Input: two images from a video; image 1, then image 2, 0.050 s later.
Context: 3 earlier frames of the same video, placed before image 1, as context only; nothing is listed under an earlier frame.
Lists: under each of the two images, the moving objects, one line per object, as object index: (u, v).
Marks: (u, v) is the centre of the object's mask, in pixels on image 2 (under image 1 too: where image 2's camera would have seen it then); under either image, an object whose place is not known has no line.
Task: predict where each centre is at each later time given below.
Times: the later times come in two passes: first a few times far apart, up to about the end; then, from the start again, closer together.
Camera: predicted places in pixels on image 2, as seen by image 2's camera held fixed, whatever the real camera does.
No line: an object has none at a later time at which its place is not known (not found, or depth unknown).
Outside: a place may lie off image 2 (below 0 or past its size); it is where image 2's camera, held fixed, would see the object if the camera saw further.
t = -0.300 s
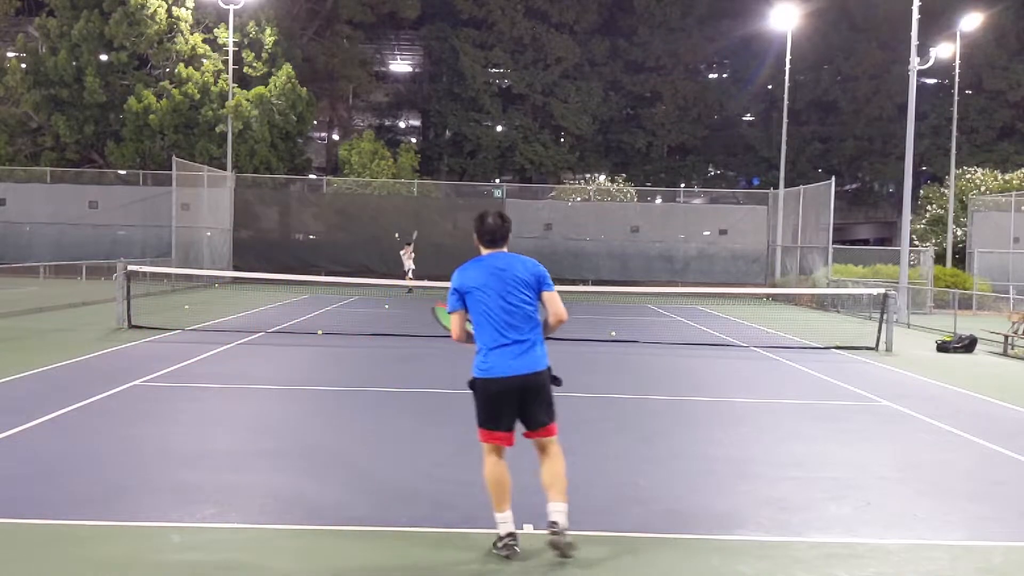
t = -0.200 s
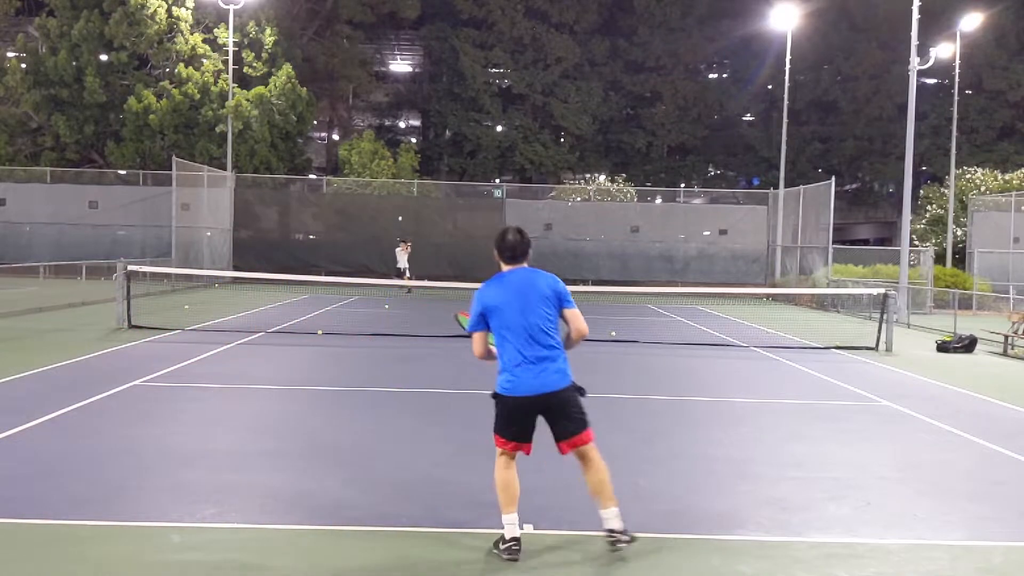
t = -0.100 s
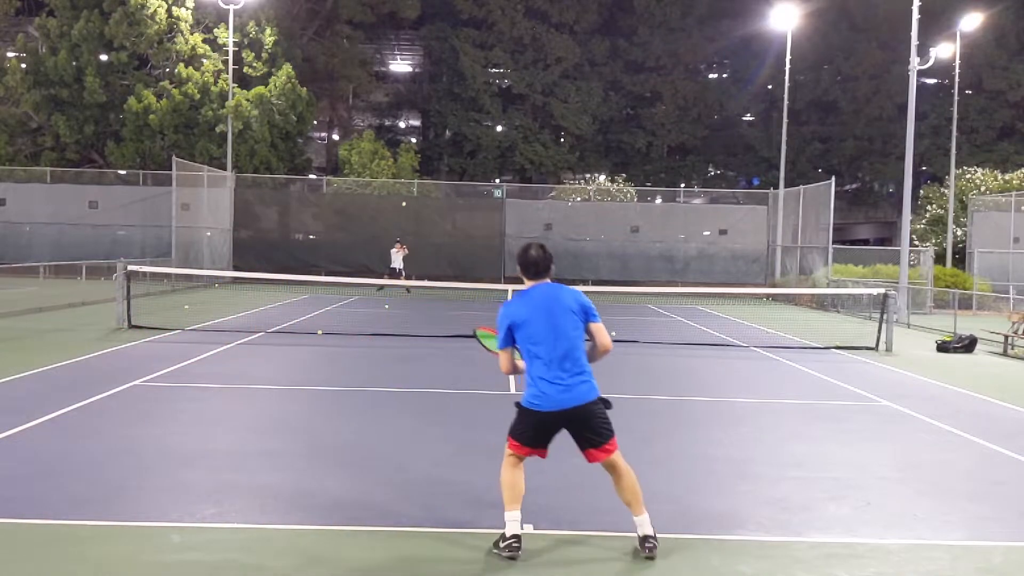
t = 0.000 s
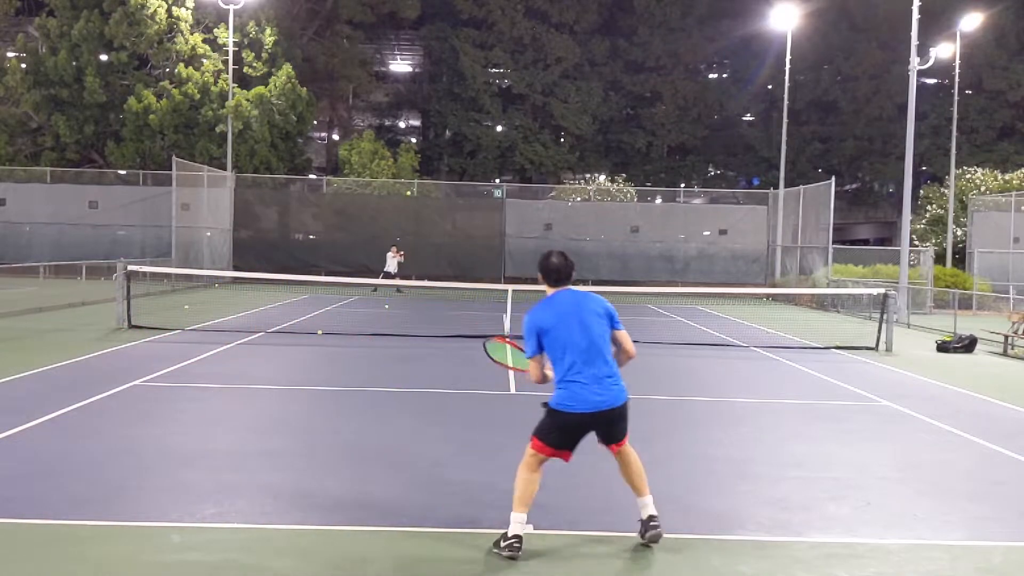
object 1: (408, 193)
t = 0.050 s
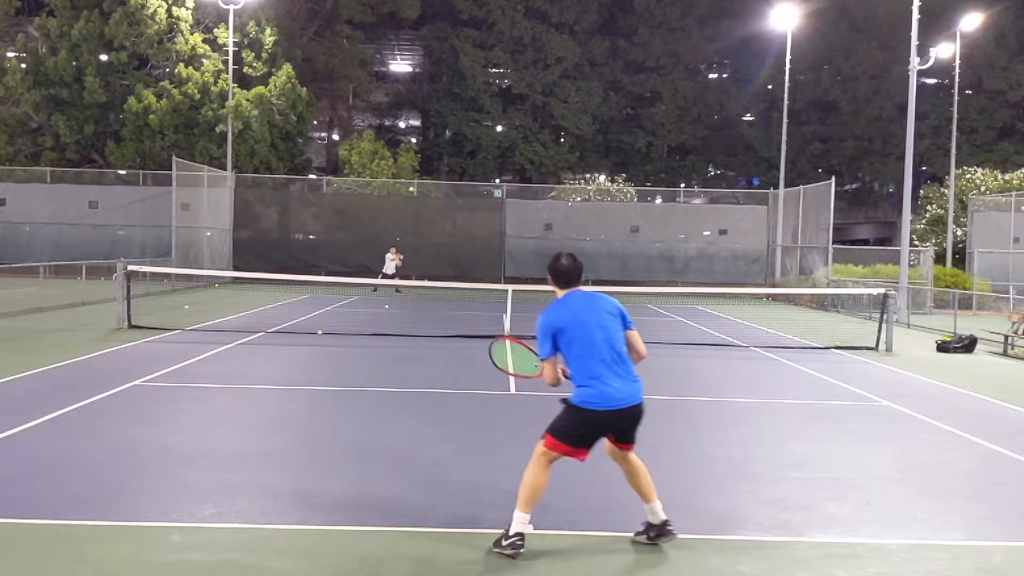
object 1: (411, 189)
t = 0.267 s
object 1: (424, 186)
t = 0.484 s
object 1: (443, 221)
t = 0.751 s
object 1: (483, 377)
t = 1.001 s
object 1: (538, 391)
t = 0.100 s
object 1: (414, 186)
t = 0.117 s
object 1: (414, 186)
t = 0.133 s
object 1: (416, 185)
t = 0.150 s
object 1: (416, 184)
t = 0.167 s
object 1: (418, 184)
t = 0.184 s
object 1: (418, 184)
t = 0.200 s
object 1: (419, 184)
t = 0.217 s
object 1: (421, 184)
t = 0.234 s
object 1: (422, 184)
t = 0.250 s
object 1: (423, 185)
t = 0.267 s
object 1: (424, 186)
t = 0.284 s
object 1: (425, 187)
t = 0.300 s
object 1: (426, 188)
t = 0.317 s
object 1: (428, 190)
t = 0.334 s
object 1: (429, 191)
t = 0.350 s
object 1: (430, 193)
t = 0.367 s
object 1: (432, 196)
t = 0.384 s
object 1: (433, 198)
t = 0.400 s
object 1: (435, 201)
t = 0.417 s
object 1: (436, 204)
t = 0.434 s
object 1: (438, 208)
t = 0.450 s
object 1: (439, 212)
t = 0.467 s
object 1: (441, 216)
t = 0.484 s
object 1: (443, 221)
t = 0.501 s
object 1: (445, 226)
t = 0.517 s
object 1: (447, 232)
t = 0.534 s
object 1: (448, 237)
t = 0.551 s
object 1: (450, 244)
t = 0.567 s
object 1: (453, 251)
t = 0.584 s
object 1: (455, 259)
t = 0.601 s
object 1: (457, 267)
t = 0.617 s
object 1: (459, 275)
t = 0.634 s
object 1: (462, 285)
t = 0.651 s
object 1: (465, 296)
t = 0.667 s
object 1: (467, 307)
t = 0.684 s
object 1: (470, 318)
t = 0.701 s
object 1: (473, 331)
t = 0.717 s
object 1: (477, 346)
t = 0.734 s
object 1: (480, 360)
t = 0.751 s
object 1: (483, 377)
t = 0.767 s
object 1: (487, 394)
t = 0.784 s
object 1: (491, 413)
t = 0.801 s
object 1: (494, 432)
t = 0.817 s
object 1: (499, 454)
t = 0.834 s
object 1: (503, 465)
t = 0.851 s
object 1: (505, 457)
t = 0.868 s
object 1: (509, 449)
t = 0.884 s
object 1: (512, 441)
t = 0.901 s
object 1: (515, 434)
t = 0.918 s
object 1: (518, 426)
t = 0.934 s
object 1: (522, 419)
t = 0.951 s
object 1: (525, 411)
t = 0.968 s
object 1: (529, 405)
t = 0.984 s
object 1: (534, 398)
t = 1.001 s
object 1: (538, 391)
